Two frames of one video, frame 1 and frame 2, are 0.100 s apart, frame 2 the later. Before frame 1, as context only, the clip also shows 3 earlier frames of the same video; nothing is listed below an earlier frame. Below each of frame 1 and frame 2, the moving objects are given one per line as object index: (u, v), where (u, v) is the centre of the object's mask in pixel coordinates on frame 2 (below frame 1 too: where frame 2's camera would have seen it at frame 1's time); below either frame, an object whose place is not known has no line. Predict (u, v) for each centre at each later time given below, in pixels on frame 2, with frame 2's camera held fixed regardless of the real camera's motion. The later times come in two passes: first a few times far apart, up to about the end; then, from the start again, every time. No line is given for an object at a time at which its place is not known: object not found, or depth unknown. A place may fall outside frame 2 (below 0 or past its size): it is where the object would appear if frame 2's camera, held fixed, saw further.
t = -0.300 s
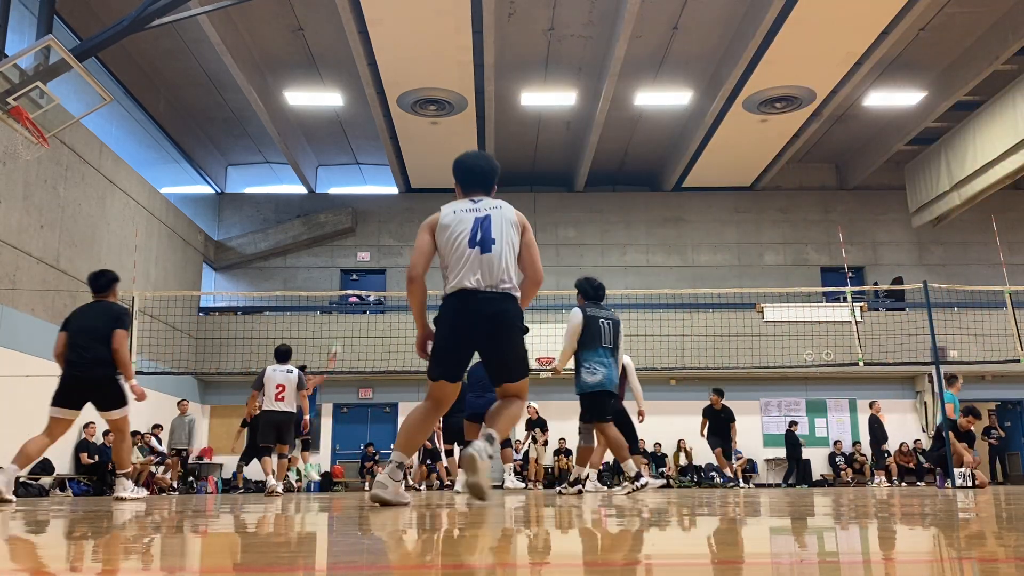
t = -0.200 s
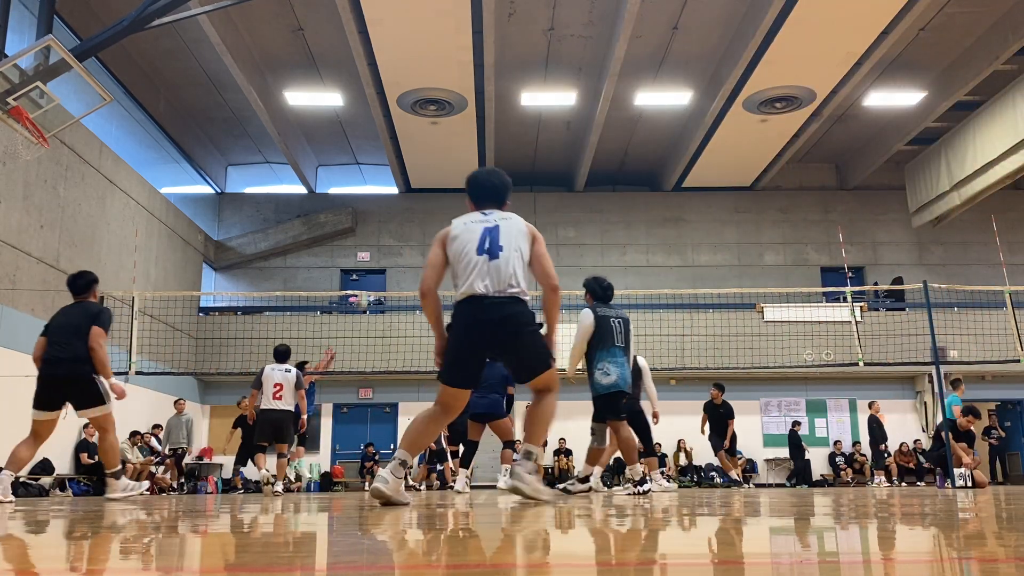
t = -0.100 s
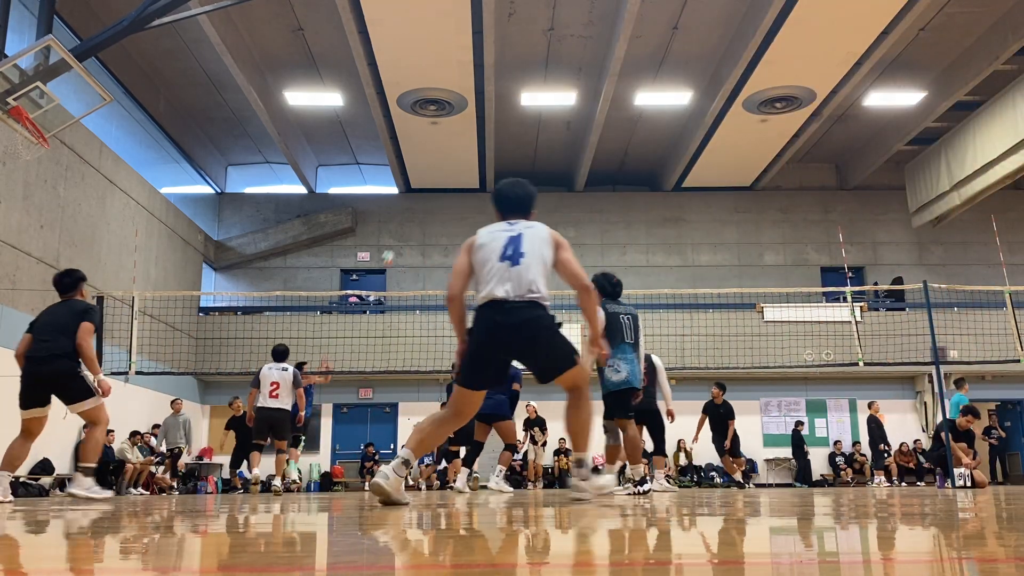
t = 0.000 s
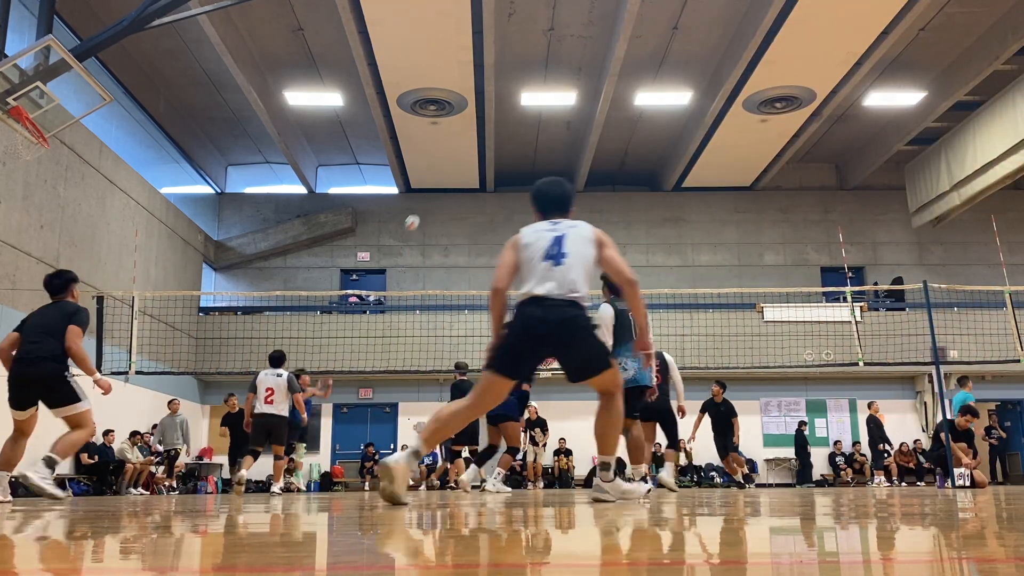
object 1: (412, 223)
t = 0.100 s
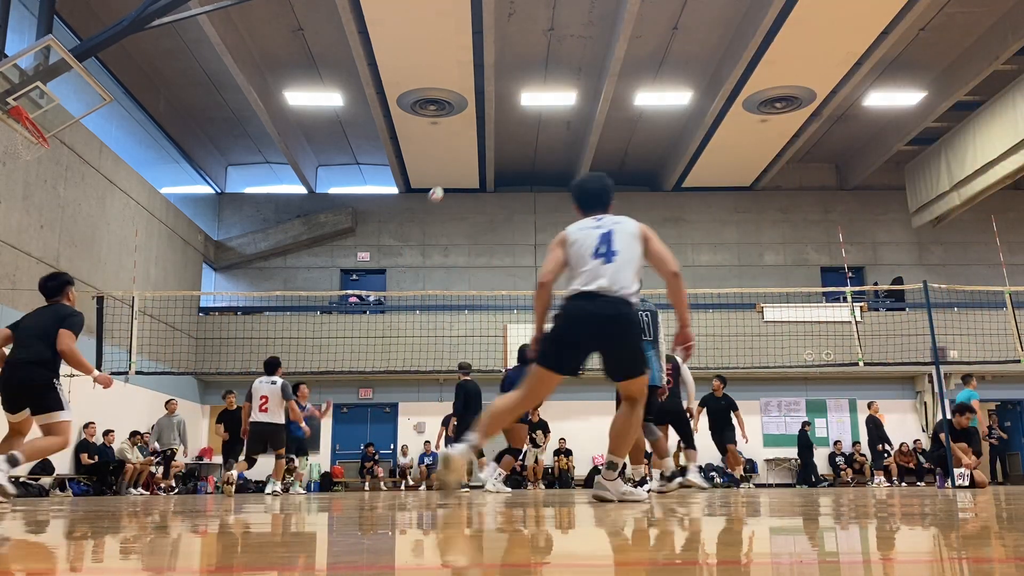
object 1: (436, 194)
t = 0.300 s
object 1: (484, 156)
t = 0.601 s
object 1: (554, 144)
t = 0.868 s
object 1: (618, 179)
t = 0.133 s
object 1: (444, 186)
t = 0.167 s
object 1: (452, 179)
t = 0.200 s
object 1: (460, 172)
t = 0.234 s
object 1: (468, 165)
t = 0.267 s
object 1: (476, 160)
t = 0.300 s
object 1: (484, 156)
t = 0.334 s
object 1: (491, 152)
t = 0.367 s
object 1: (499, 149)
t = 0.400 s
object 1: (507, 146)
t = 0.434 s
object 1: (515, 144)
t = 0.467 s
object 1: (523, 143)
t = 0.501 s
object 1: (531, 142)
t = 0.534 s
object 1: (538, 142)
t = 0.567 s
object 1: (546, 143)
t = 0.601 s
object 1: (554, 144)
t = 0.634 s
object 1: (562, 146)
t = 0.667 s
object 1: (570, 149)
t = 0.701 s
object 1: (578, 152)
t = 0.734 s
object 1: (586, 156)
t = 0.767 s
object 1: (594, 161)
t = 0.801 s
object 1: (602, 166)
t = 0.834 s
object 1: (610, 172)
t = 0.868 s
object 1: (618, 179)
